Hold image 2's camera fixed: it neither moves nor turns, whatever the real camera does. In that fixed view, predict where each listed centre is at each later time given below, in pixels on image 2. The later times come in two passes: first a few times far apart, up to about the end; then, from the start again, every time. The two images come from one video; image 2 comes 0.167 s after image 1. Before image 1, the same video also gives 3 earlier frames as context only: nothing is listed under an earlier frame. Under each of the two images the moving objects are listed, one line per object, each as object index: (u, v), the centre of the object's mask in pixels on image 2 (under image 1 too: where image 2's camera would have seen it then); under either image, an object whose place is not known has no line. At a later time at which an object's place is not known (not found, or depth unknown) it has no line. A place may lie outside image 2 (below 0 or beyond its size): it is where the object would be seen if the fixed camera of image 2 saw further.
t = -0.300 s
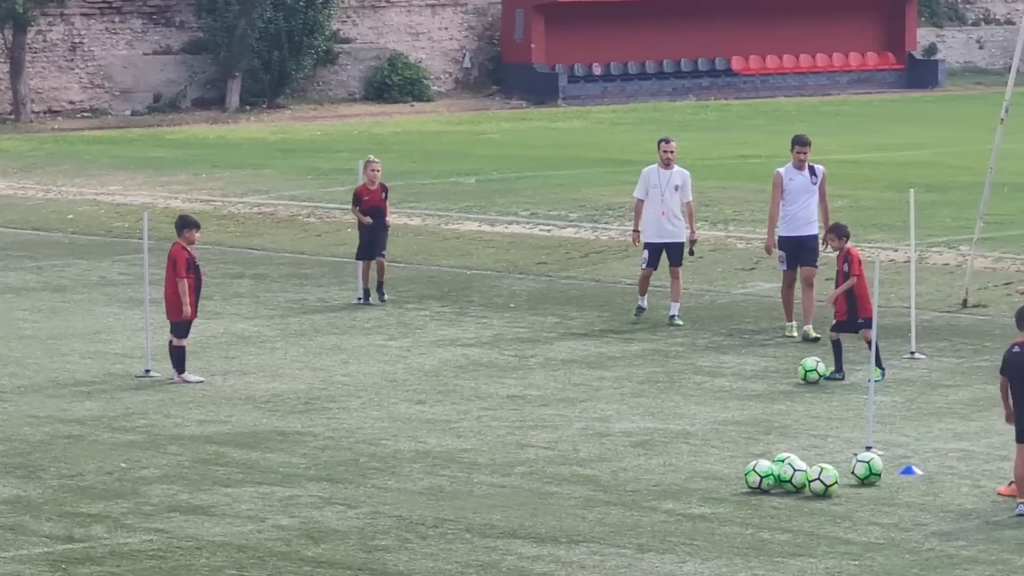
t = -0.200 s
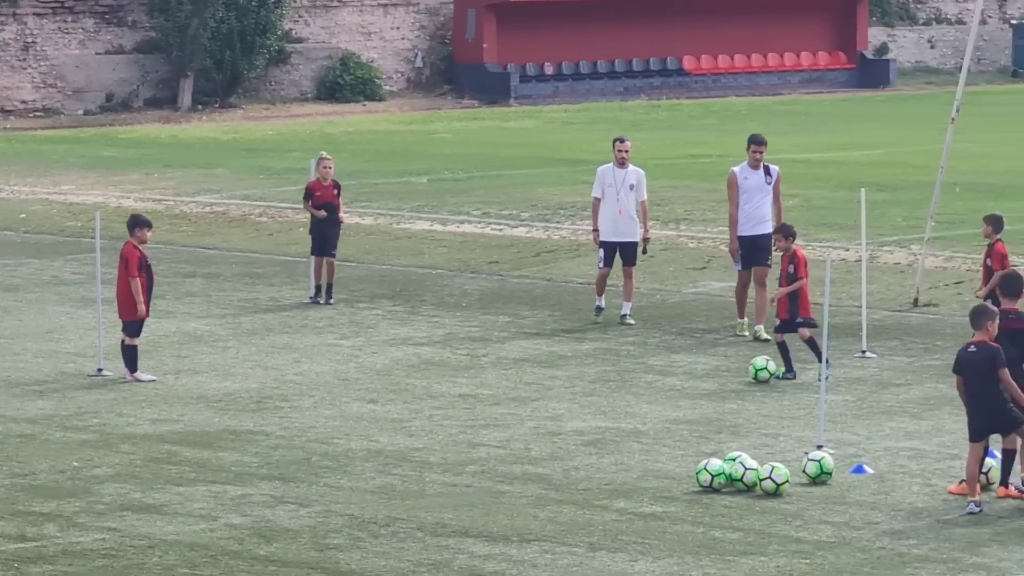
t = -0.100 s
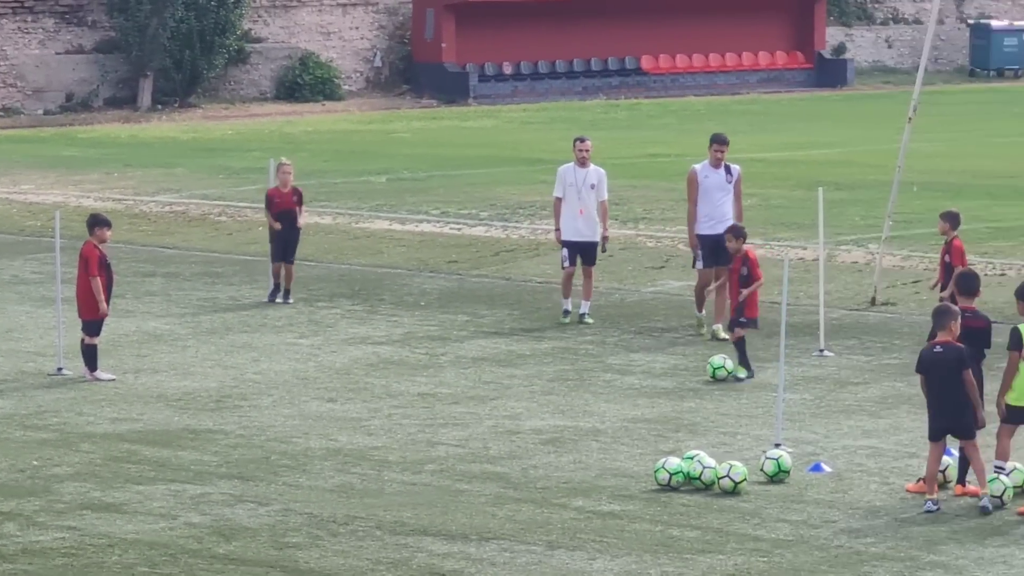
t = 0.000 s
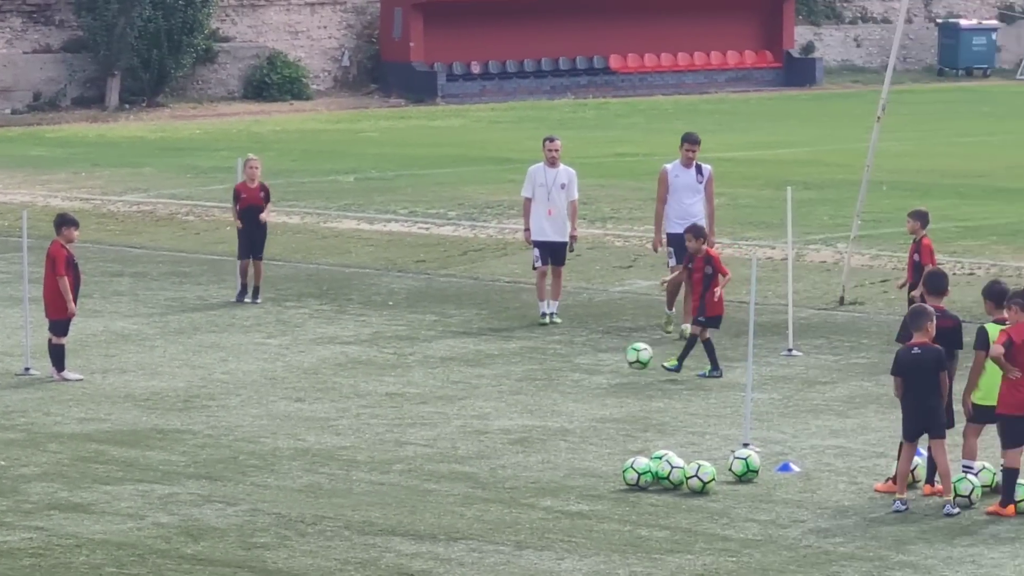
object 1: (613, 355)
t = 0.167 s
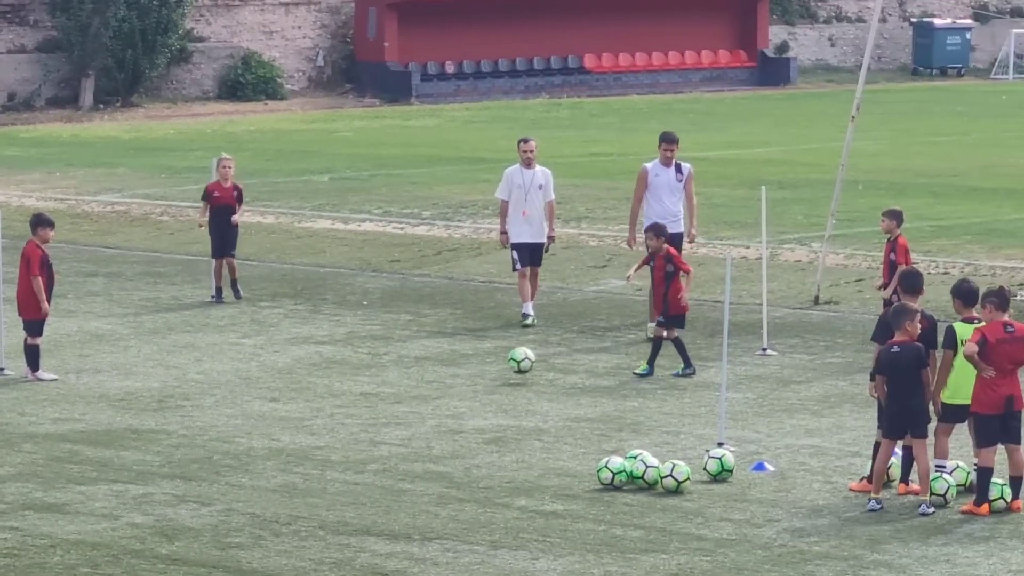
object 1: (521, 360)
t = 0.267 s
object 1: (474, 367)
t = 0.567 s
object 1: (377, 366)
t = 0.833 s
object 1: (310, 372)
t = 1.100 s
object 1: (243, 372)
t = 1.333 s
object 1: (186, 373)
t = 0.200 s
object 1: (503, 366)
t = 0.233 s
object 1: (486, 371)
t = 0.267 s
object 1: (474, 367)
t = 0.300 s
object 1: (462, 363)
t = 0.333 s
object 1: (451, 362)
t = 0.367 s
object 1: (439, 361)
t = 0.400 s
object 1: (427, 362)
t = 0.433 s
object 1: (416, 364)
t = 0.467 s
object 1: (405, 368)
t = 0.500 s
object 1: (393, 372)
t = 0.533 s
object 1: (385, 368)
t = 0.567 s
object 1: (377, 366)
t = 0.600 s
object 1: (369, 365)
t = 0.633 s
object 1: (362, 366)
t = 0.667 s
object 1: (353, 368)
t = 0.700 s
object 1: (345, 372)
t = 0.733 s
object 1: (337, 371)
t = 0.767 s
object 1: (328, 370)
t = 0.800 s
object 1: (320, 371)
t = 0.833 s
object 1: (310, 372)
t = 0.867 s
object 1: (301, 371)
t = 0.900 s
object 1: (293, 372)
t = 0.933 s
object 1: (285, 372)
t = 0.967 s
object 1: (276, 372)
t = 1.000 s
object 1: (268, 372)
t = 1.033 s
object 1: (260, 372)
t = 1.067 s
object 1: (251, 372)
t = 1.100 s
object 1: (243, 372)
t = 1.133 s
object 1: (235, 372)
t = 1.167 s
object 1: (226, 372)
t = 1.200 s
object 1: (218, 373)
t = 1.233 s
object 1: (210, 373)
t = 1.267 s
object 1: (201, 373)
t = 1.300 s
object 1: (193, 373)
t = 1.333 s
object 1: (186, 373)
